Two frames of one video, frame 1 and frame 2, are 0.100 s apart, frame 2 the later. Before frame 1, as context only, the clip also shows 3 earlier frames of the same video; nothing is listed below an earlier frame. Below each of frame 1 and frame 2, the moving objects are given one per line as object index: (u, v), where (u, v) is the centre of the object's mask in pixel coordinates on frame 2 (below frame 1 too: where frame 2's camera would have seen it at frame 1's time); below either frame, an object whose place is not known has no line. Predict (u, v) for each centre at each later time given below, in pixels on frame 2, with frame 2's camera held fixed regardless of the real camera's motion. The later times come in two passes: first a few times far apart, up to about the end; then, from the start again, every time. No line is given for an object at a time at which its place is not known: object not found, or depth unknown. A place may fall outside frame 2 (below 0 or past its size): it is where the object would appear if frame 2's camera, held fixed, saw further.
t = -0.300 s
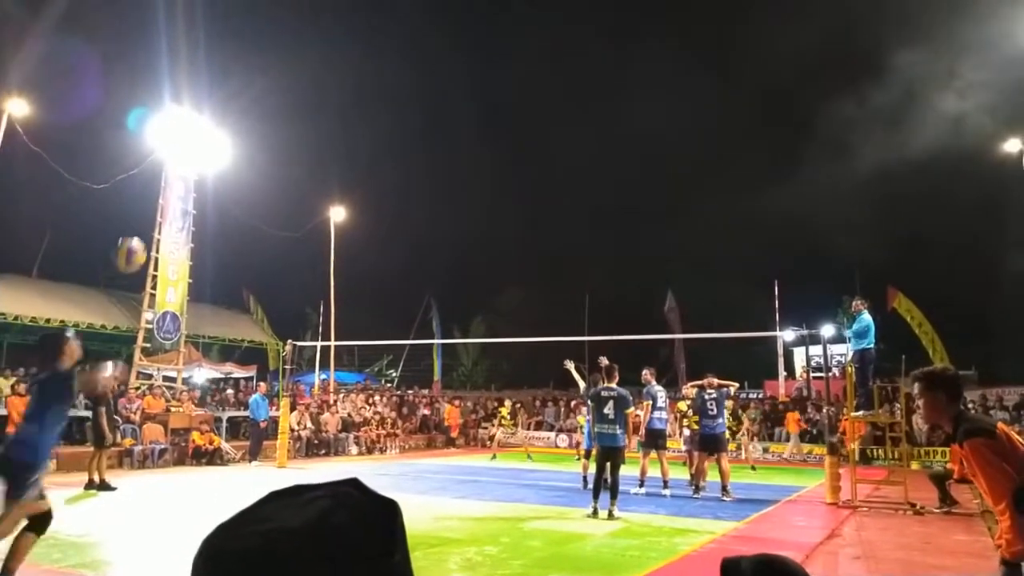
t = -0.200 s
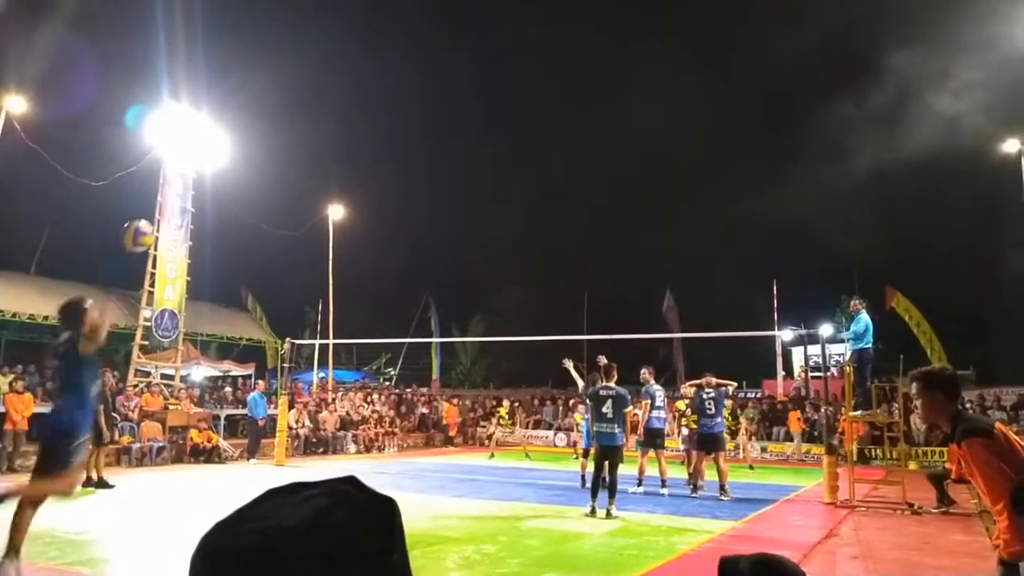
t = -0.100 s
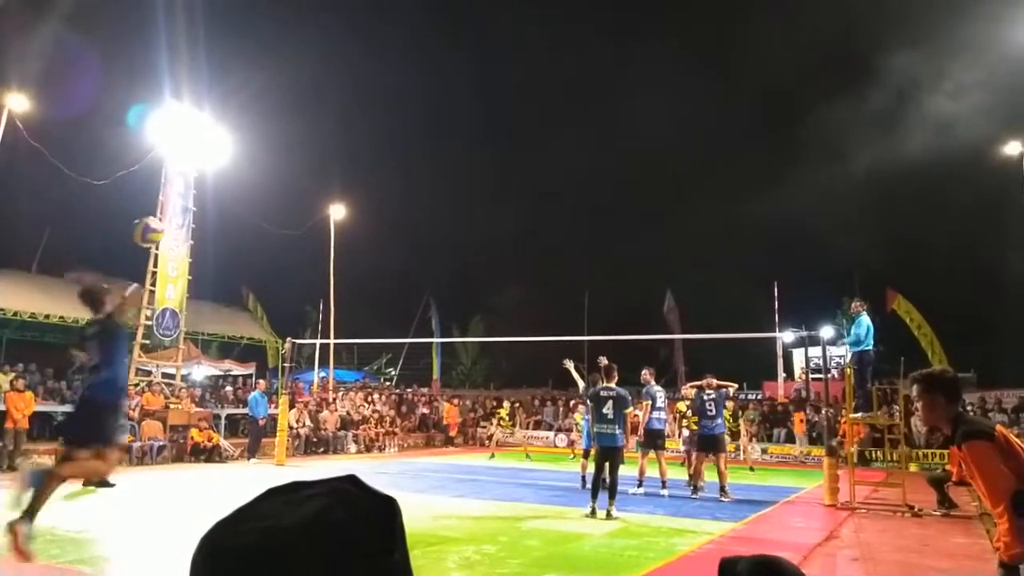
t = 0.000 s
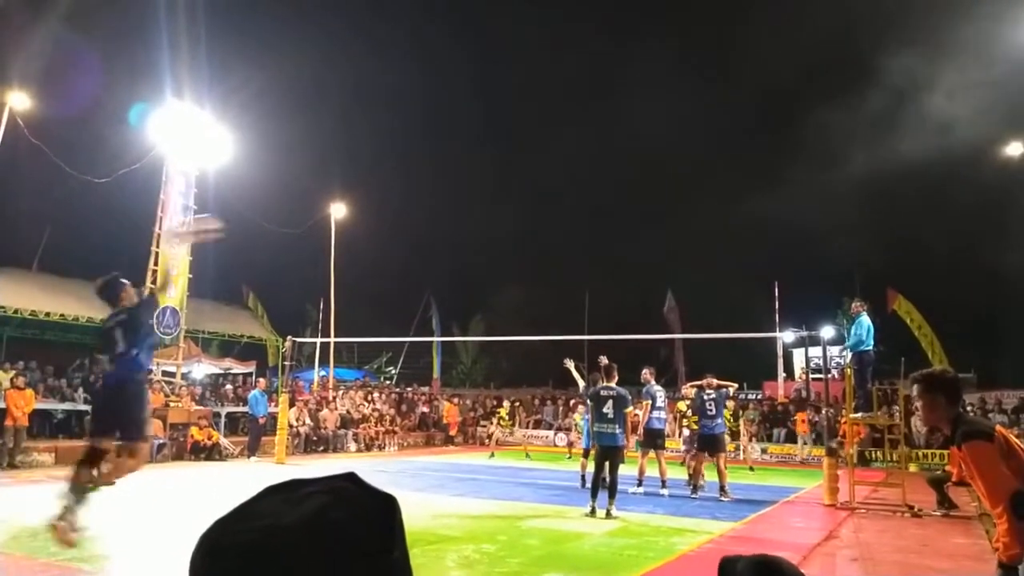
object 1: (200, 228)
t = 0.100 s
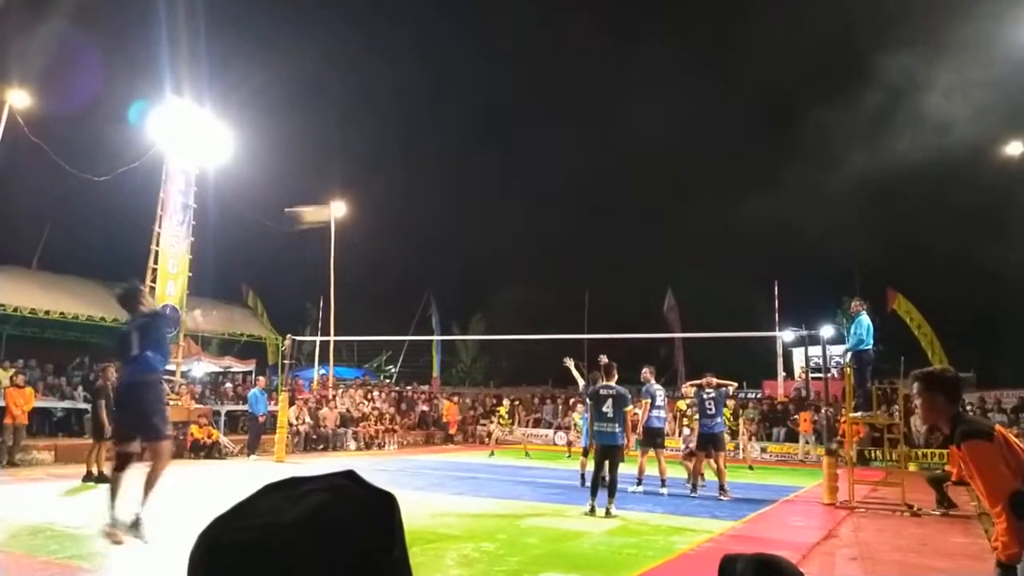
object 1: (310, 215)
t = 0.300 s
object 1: (452, 219)
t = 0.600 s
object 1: (565, 267)
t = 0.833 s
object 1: (618, 318)
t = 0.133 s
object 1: (343, 213)
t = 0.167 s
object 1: (369, 214)
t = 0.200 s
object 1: (392, 214)
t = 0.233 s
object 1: (414, 215)
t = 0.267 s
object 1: (433, 217)
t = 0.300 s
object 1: (452, 219)
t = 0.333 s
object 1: (469, 223)
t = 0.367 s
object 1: (484, 226)
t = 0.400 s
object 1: (499, 231)
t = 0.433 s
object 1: (512, 236)
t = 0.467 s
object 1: (525, 242)
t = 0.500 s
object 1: (536, 248)
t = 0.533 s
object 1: (547, 254)
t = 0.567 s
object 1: (556, 260)
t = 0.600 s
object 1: (565, 267)
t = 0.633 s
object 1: (574, 274)
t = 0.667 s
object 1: (582, 281)
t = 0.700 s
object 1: (590, 288)
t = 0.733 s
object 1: (597, 295)
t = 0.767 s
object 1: (604, 302)
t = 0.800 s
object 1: (611, 310)
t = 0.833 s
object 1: (618, 318)
